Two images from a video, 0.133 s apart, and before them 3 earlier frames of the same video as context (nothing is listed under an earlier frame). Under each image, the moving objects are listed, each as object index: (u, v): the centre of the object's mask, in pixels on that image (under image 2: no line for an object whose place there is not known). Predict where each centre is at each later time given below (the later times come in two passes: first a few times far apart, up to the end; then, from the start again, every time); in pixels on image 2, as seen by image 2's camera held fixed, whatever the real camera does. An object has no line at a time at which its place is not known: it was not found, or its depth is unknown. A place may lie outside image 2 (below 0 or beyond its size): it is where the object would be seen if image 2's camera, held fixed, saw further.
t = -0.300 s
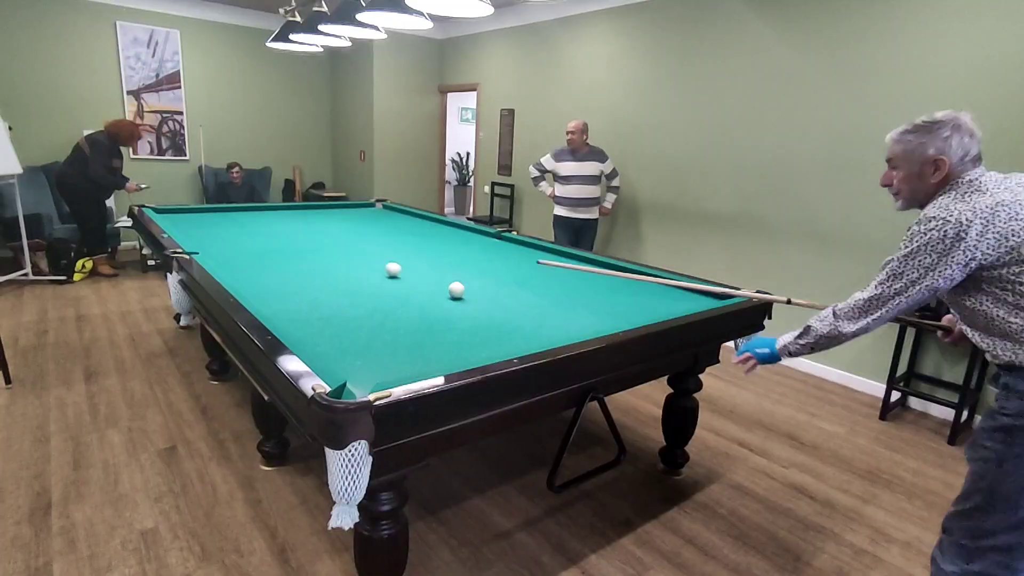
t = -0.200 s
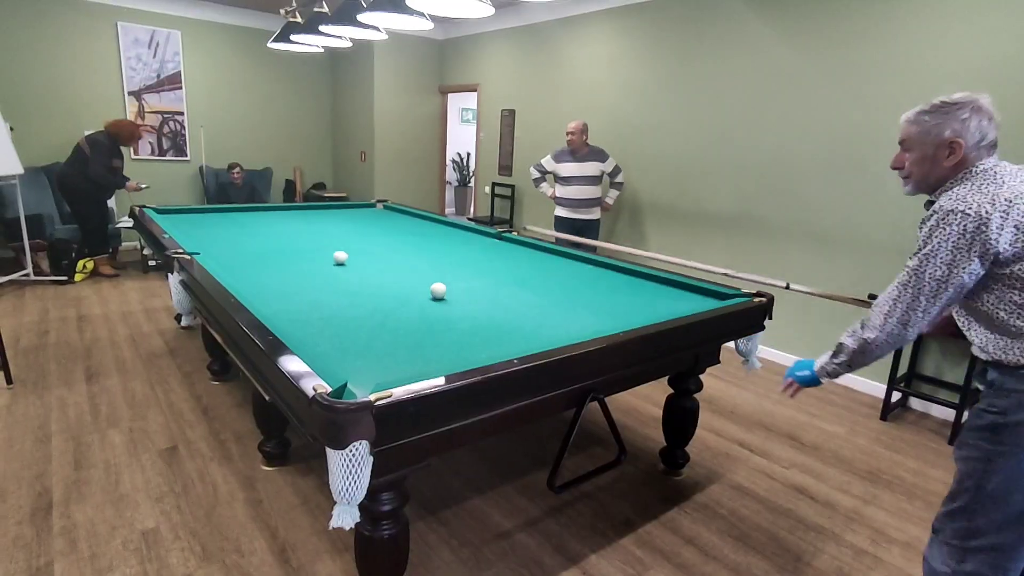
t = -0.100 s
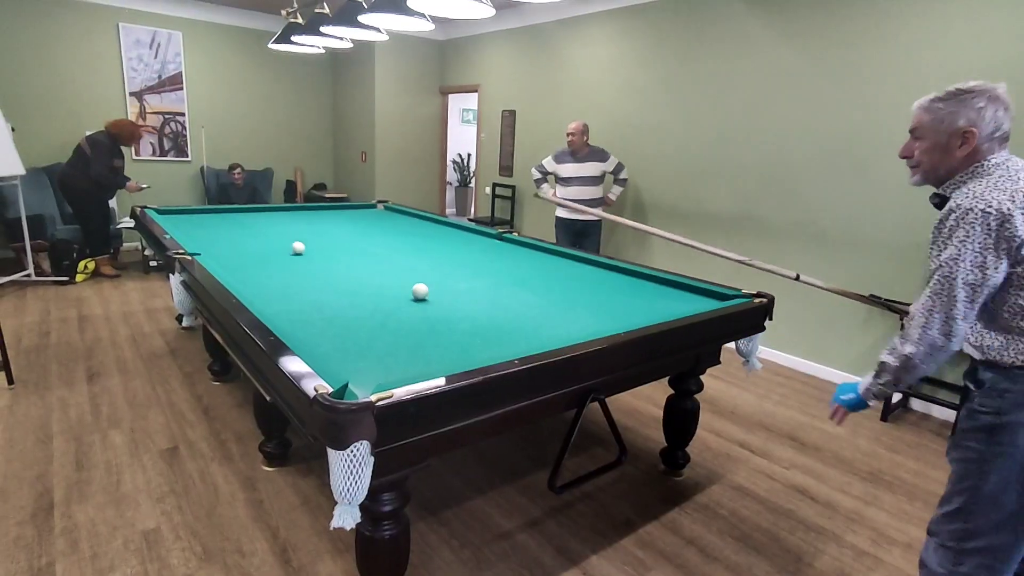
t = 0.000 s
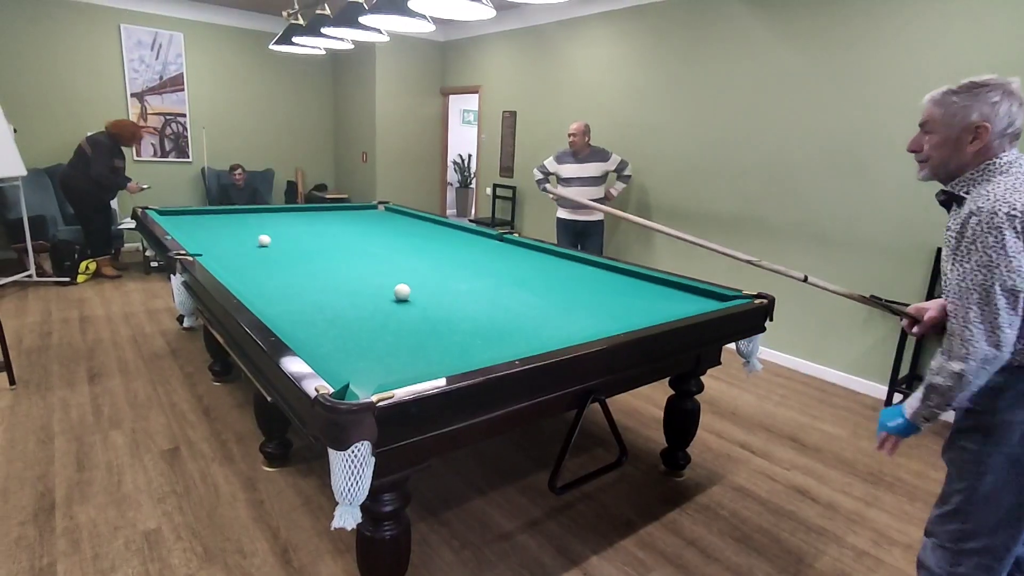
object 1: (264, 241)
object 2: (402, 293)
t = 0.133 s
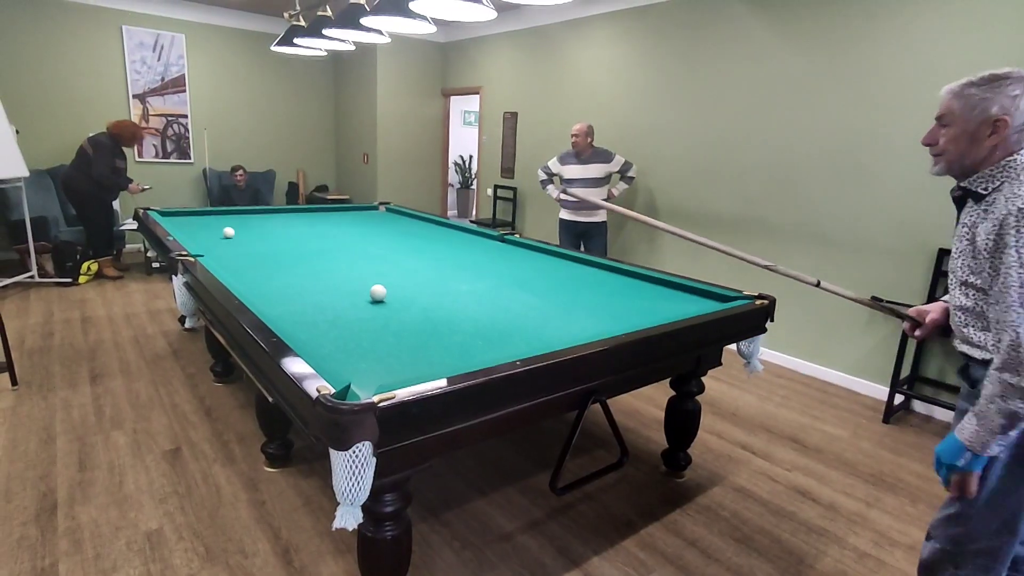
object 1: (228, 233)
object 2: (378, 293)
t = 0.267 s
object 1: (196, 225)
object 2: (353, 293)
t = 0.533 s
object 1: (170, 212)
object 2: (302, 293)
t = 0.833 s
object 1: (202, 219)
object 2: (261, 292)
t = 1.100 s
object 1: (232, 225)
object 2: (283, 286)
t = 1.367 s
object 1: (265, 232)
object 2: (302, 281)
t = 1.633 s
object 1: (301, 239)
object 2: (319, 277)
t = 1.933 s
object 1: (345, 248)
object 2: (337, 272)
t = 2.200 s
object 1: (388, 257)
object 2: (350, 269)
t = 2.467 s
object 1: (435, 266)
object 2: (363, 266)
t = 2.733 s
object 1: (487, 277)
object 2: (373, 263)
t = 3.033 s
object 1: (551, 290)
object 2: (385, 261)
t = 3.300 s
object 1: (615, 303)
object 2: (394, 259)
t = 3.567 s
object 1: (670, 310)
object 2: (402, 257)
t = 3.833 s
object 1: (647, 301)
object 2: (409, 255)
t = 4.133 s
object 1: (625, 290)
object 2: (416, 254)
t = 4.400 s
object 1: (608, 282)
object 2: (422, 253)
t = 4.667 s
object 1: (593, 274)
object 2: (426, 252)
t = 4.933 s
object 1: (580, 268)
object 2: (430, 251)
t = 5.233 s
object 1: (567, 262)
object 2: (434, 250)
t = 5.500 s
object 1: (557, 257)
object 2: (437, 250)
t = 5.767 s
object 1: (548, 253)
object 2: (439, 250)
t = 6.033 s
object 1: (538, 249)
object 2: (440, 249)
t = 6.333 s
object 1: (525, 247)
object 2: (441, 249)
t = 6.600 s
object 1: (515, 245)
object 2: (441, 249)
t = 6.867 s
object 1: (505, 243)
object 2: (441, 250)
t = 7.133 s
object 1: (496, 241)
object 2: (441, 250)
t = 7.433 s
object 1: (488, 240)
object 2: (441, 250)
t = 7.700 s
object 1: (480, 239)
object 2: (441, 249)
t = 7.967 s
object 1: (474, 238)
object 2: (441, 249)
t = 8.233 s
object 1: (468, 237)
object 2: (441, 249)
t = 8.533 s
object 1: (462, 236)
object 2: (441, 249)
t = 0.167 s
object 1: (220, 231)
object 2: (371, 293)
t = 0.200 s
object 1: (212, 229)
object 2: (365, 293)
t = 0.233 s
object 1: (204, 227)
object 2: (359, 293)
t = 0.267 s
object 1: (196, 225)
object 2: (353, 293)
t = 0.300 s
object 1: (189, 223)
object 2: (346, 293)
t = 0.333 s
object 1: (182, 221)
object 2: (340, 293)
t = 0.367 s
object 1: (175, 220)
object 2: (333, 293)
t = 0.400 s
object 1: (169, 218)
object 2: (327, 293)
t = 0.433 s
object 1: (168, 216)
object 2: (321, 293)
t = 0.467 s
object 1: (169, 215)
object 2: (315, 293)
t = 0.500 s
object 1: (169, 214)
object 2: (308, 293)
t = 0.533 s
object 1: (170, 212)
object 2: (302, 293)
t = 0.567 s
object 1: (173, 213)
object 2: (295, 293)
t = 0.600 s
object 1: (177, 214)
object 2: (289, 293)
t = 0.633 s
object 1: (180, 214)
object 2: (283, 293)
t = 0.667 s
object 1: (184, 215)
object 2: (277, 293)
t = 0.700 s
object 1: (188, 216)
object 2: (270, 293)
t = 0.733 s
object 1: (191, 216)
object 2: (264, 293)
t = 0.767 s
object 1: (195, 217)
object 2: (259, 292)
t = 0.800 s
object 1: (198, 218)
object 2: (259, 292)
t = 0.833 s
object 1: (202, 219)
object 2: (261, 292)
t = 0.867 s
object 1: (206, 220)
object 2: (264, 291)
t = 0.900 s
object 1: (210, 220)
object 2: (267, 290)
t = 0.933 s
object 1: (213, 221)
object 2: (270, 290)
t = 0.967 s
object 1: (217, 222)
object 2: (272, 289)
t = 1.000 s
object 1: (221, 223)
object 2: (275, 288)
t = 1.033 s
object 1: (224, 224)
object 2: (277, 288)
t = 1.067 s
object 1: (228, 224)
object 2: (280, 287)
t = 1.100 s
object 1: (232, 225)
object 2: (283, 286)
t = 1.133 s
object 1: (236, 226)
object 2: (285, 285)
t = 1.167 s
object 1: (240, 227)
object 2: (288, 285)
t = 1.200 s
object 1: (244, 227)
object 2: (290, 284)
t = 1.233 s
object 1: (248, 228)
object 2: (293, 284)
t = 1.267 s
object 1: (253, 229)
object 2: (295, 283)
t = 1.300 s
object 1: (257, 230)
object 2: (297, 282)
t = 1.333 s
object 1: (261, 231)
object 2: (300, 282)
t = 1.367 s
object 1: (265, 232)
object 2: (302, 281)
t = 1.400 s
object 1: (270, 233)
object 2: (304, 280)
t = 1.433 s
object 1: (274, 234)
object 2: (306, 280)
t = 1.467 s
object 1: (278, 235)
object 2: (309, 279)
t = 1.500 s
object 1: (283, 236)
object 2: (311, 279)
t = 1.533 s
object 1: (287, 236)
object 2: (313, 278)
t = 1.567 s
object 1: (292, 237)
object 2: (315, 277)
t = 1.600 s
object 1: (296, 238)
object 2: (317, 277)
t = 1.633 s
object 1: (301, 239)
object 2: (319, 277)
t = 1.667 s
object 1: (306, 240)
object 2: (321, 276)
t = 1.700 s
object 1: (310, 241)
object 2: (323, 275)
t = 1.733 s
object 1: (315, 242)
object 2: (325, 275)
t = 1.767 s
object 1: (320, 243)
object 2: (327, 275)
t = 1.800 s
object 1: (325, 244)
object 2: (329, 274)
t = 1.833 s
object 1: (330, 245)
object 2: (331, 274)
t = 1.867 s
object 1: (335, 246)
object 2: (333, 273)
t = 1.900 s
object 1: (340, 247)
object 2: (335, 273)
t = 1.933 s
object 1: (345, 248)
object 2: (337, 272)
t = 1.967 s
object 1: (350, 249)
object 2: (338, 272)
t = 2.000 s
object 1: (356, 250)
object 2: (340, 271)
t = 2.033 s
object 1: (361, 251)
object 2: (342, 271)
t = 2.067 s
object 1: (366, 253)
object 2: (344, 270)
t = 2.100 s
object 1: (372, 254)
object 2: (345, 270)
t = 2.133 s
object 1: (377, 255)
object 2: (347, 270)
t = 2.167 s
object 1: (383, 256)
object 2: (349, 269)
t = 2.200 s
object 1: (388, 257)
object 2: (350, 269)
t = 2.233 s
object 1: (394, 258)
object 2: (352, 268)
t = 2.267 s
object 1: (399, 259)
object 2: (353, 268)
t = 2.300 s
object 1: (405, 260)
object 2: (355, 267)
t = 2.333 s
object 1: (411, 262)
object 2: (357, 267)
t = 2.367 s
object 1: (417, 263)
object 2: (358, 267)
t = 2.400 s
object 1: (423, 264)
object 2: (360, 267)
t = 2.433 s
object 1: (429, 265)
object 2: (361, 266)
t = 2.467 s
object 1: (435, 266)
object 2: (363, 266)
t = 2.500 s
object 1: (441, 268)
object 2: (364, 265)
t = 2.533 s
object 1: (447, 269)
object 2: (365, 265)
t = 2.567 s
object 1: (454, 270)
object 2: (367, 265)
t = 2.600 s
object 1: (460, 271)
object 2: (368, 265)
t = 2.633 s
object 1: (467, 273)
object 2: (370, 264)
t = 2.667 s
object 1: (473, 274)
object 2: (371, 264)
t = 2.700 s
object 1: (480, 276)
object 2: (372, 263)
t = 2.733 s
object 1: (487, 277)
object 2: (373, 263)
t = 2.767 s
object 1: (493, 278)
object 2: (375, 263)
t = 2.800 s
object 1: (500, 280)
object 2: (376, 262)
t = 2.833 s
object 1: (508, 281)
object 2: (377, 262)
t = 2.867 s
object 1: (514, 283)
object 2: (379, 262)
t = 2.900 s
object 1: (522, 284)
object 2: (380, 262)
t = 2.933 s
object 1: (529, 286)
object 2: (381, 261)
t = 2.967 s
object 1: (536, 287)
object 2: (382, 261)
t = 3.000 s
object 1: (544, 289)
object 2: (384, 261)
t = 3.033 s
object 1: (551, 290)
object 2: (385, 261)
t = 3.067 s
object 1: (559, 292)
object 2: (386, 260)
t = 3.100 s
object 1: (567, 293)
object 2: (387, 260)
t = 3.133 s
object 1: (574, 295)
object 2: (389, 260)
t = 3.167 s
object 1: (582, 296)
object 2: (390, 259)
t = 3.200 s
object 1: (590, 298)
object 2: (391, 259)
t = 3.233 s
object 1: (598, 300)
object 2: (392, 259)
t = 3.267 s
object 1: (607, 301)
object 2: (393, 259)
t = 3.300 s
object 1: (615, 303)
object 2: (394, 259)
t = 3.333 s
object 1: (623, 305)
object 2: (395, 258)
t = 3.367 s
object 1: (632, 307)
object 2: (396, 258)
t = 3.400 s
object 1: (641, 308)
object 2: (397, 258)
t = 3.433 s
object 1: (649, 310)
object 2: (398, 258)
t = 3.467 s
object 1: (658, 311)
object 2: (399, 258)
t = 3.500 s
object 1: (667, 311)
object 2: (400, 257)
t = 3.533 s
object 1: (674, 312)
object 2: (401, 257)
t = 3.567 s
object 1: (670, 310)
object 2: (402, 257)
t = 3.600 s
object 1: (667, 310)
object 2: (403, 257)
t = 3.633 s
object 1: (664, 309)
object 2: (404, 257)
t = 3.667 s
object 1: (661, 308)
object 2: (405, 256)
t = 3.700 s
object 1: (659, 306)
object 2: (406, 256)
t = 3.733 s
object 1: (655, 305)
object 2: (407, 256)
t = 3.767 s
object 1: (653, 304)
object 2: (408, 256)
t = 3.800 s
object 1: (650, 303)
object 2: (408, 256)
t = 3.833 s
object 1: (647, 301)
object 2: (409, 255)
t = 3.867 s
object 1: (645, 300)
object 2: (410, 255)
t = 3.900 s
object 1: (642, 299)
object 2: (411, 255)
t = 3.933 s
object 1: (640, 297)
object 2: (412, 255)
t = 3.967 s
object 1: (637, 296)
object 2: (413, 255)
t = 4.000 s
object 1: (635, 295)
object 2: (413, 255)
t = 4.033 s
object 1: (632, 294)
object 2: (414, 254)
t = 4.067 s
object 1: (630, 292)
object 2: (415, 254)
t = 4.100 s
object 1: (627, 291)
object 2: (416, 254)
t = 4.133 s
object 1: (625, 290)
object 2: (416, 254)
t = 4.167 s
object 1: (623, 289)
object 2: (417, 254)
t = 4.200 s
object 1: (621, 288)
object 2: (418, 253)
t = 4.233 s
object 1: (618, 287)
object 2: (418, 253)
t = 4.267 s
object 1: (616, 286)
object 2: (419, 253)
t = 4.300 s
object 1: (614, 285)
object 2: (420, 253)
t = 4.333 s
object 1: (612, 284)
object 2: (421, 253)
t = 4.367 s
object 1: (610, 283)
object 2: (421, 253)
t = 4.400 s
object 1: (608, 282)
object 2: (422, 253)
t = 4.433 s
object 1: (606, 281)
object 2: (423, 253)
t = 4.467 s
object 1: (604, 280)
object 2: (423, 253)
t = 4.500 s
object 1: (602, 279)
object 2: (424, 252)
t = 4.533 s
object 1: (601, 278)
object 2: (424, 252)
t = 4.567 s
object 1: (599, 277)
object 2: (425, 252)
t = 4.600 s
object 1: (597, 276)
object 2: (425, 252)
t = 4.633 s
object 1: (595, 275)
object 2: (426, 252)
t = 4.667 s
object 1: (593, 274)
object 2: (426, 252)
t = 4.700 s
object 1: (591, 274)
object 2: (427, 252)
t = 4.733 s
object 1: (590, 273)
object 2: (428, 252)
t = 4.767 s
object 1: (588, 272)
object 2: (428, 252)
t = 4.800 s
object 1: (587, 271)
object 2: (429, 251)
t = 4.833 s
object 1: (585, 270)
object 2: (429, 251)
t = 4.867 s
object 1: (583, 269)
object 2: (429, 251)
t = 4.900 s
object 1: (582, 269)
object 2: (430, 251)
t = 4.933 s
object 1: (580, 268)
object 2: (430, 251)
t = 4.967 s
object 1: (579, 267)
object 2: (431, 251)
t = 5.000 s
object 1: (577, 267)
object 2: (431, 251)
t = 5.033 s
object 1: (575, 266)
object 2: (432, 251)
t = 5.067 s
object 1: (574, 265)
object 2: (432, 251)
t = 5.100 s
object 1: (573, 264)
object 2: (433, 251)
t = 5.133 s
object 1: (572, 264)
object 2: (433, 251)
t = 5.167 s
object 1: (570, 263)
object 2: (433, 251)
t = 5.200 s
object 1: (569, 262)
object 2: (434, 250)
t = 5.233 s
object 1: (567, 262)
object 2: (434, 250)
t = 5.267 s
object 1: (566, 261)
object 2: (435, 250)
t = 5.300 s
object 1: (565, 260)
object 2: (435, 250)
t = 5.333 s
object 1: (563, 260)
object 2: (435, 250)
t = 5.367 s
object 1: (562, 259)
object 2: (436, 250)
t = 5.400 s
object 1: (561, 259)
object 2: (436, 250)
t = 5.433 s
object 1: (560, 258)
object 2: (436, 250)
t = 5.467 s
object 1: (558, 258)
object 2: (436, 250)
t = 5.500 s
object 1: (557, 257)
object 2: (437, 250)
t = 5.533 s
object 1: (556, 257)
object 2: (437, 250)
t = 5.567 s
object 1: (555, 256)
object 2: (437, 250)
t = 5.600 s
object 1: (554, 255)
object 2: (437, 250)
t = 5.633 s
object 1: (553, 255)
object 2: (438, 250)
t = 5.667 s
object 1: (551, 254)
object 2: (438, 250)
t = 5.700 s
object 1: (550, 254)
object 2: (438, 250)
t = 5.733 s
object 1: (549, 253)
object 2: (438, 250)
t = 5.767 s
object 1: (548, 253)
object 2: (439, 250)
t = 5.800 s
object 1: (547, 252)
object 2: (439, 250)
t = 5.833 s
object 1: (546, 252)
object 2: (439, 250)
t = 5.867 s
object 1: (545, 251)
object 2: (439, 250)
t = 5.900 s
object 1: (544, 251)
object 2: (439, 249)
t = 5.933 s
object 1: (543, 250)
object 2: (439, 249)
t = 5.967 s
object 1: (541, 250)
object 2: (440, 249)
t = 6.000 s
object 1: (540, 249)
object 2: (440, 250)
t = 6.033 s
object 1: (538, 249)
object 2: (440, 249)
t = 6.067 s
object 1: (537, 249)
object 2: (440, 249)
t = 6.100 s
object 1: (535, 249)
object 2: (440, 249)
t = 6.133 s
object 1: (534, 248)
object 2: (440, 249)
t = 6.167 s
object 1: (532, 248)
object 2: (440, 249)
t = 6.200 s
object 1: (531, 248)
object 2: (440, 249)
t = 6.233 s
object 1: (530, 248)
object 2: (440, 249)
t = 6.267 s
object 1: (528, 247)
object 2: (440, 249)
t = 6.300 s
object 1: (527, 247)
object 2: (440, 249)
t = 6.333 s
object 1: (525, 247)
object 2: (441, 249)
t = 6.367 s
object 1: (524, 247)
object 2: (441, 250)
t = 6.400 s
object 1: (523, 246)
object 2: (441, 249)
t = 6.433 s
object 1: (521, 246)
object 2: (441, 249)
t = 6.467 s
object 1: (520, 246)
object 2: (441, 250)
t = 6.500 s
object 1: (519, 246)
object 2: (441, 250)
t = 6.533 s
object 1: (518, 245)
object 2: (441, 250)
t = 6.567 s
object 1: (516, 245)
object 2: (441, 249)
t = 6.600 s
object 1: (515, 245)
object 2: (441, 249)
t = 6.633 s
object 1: (514, 245)
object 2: (441, 250)
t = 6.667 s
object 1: (512, 244)
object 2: (441, 249)
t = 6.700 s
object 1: (511, 244)
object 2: (441, 249)
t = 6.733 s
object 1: (510, 244)
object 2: (441, 249)
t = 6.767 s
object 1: (509, 244)
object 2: (441, 250)
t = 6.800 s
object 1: (507, 243)
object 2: (441, 250)
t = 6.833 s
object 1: (506, 243)
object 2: (441, 249)
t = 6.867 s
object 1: (505, 243)
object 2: (441, 250)
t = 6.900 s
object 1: (504, 243)
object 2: (441, 249)
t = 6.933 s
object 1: (503, 243)
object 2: (441, 249)
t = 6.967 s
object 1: (502, 242)
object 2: (441, 249)
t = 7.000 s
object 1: (501, 242)
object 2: (441, 249)
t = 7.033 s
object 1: (499, 242)
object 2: (441, 249)
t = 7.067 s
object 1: (499, 242)
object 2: (441, 250)
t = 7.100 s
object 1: (498, 242)
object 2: (441, 249)
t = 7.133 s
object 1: (496, 241)
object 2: (441, 250)
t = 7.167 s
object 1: (495, 241)
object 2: (441, 249)
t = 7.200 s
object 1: (494, 241)
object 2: (441, 249)
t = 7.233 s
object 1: (493, 241)
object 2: (441, 249)
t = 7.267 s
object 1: (493, 241)
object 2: (441, 249)
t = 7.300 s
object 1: (492, 241)
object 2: (441, 249)
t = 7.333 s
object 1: (491, 241)
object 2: (441, 250)
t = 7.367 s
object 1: (490, 240)
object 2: (441, 250)
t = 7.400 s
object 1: (489, 240)
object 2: (441, 249)
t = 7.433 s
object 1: (488, 240)
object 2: (441, 250)
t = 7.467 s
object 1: (487, 240)
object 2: (441, 249)
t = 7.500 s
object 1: (486, 240)
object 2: (441, 249)
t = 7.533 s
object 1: (485, 240)
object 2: (441, 249)
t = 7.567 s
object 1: (484, 240)
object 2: (441, 249)
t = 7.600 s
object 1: (483, 239)
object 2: (441, 249)
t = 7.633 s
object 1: (482, 239)
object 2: (441, 249)
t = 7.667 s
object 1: (481, 239)
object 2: (441, 249)
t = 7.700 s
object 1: (480, 239)
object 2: (441, 249)
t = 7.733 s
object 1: (480, 236)
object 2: (441, 249)
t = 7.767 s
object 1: (478, 239)
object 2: (441, 249)
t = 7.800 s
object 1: (478, 239)
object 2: (441, 249)
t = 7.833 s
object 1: (477, 238)
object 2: (441, 249)
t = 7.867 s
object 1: (476, 238)
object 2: (441, 249)
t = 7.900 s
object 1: (475, 238)
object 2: (441, 250)
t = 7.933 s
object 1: (475, 238)
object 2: (441, 250)
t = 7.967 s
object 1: (474, 238)
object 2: (441, 249)
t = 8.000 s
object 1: (473, 238)
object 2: (441, 249)
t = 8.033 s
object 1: (472, 237)
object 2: (441, 249)
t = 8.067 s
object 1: (471, 237)
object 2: (441, 249)
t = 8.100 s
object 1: (471, 237)
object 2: (441, 249)
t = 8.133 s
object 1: (470, 237)
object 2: (441, 249)
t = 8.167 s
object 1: (469, 237)
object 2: (441, 249)
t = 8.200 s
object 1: (469, 237)
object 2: (441, 249)
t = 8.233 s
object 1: (468, 237)
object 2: (441, 249)
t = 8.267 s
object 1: (467, 237)
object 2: (441, 249)
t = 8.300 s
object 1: (467, 237)
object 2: (441, 249)
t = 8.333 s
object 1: (466, 237)
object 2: (441, 249)
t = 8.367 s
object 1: (465, 236)
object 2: (441, 249)
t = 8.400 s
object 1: (465, 236)
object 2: (441, 250)
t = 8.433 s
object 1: (464, 236)
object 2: (441, 249)
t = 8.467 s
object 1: (463, 236)
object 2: (441, 250)
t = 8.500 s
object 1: (463, 236)
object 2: (441, 249)
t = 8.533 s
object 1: (462, 236)
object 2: (441, 249)
